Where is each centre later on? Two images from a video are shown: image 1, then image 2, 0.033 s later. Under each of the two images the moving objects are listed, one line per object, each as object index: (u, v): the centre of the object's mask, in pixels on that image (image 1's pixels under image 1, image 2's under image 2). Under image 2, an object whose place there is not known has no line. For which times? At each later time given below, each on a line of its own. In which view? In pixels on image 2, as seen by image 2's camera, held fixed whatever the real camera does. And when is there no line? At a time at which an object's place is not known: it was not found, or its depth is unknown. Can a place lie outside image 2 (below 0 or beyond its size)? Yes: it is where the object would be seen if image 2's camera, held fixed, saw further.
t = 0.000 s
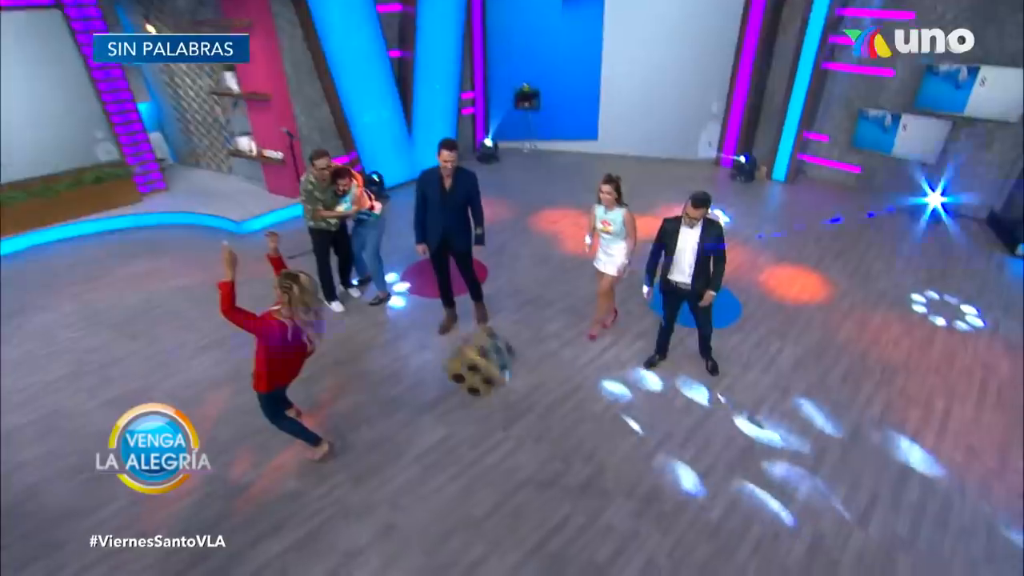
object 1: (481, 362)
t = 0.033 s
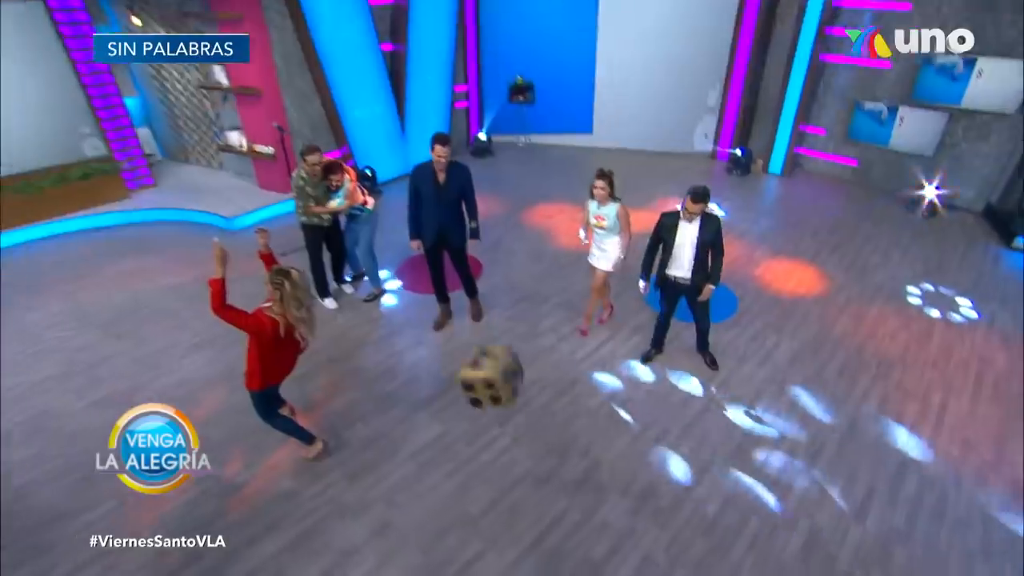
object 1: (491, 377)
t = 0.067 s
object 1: (505, 395)
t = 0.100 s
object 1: (519, 415)
